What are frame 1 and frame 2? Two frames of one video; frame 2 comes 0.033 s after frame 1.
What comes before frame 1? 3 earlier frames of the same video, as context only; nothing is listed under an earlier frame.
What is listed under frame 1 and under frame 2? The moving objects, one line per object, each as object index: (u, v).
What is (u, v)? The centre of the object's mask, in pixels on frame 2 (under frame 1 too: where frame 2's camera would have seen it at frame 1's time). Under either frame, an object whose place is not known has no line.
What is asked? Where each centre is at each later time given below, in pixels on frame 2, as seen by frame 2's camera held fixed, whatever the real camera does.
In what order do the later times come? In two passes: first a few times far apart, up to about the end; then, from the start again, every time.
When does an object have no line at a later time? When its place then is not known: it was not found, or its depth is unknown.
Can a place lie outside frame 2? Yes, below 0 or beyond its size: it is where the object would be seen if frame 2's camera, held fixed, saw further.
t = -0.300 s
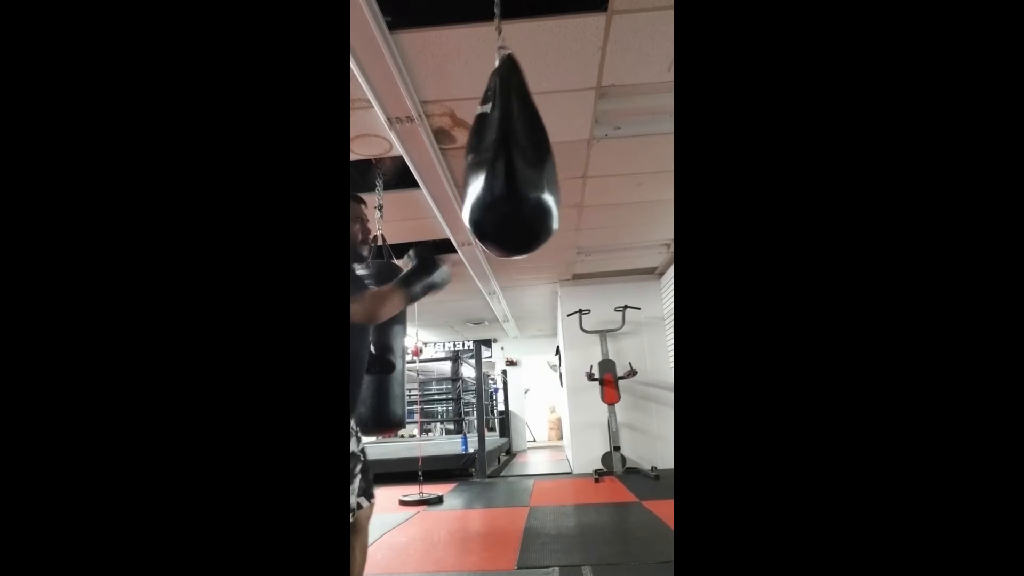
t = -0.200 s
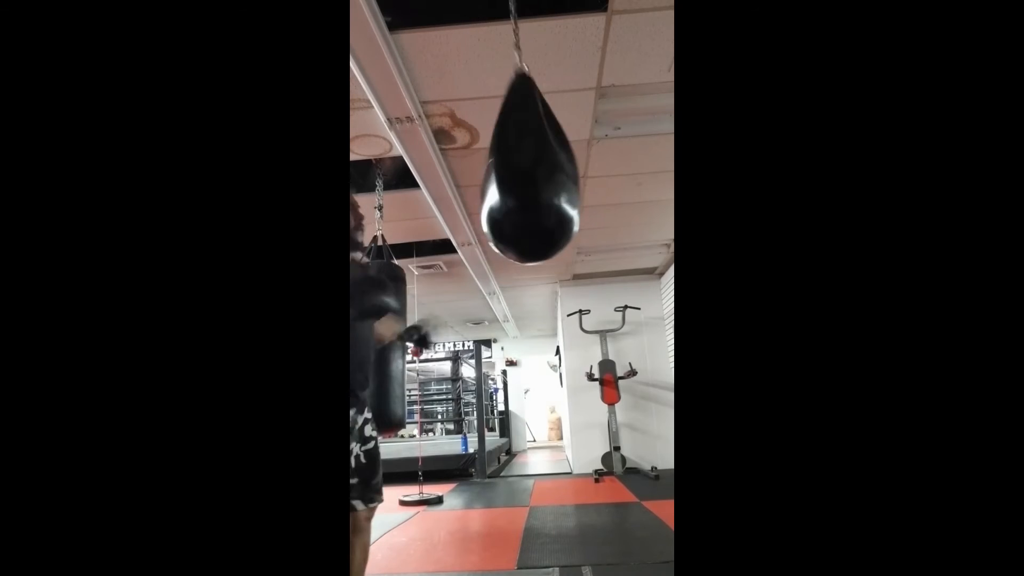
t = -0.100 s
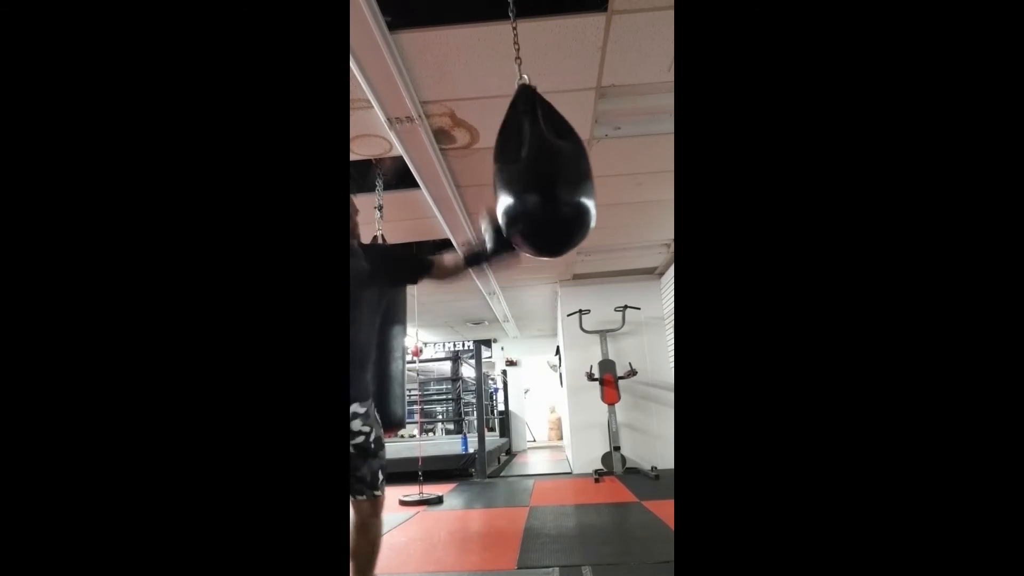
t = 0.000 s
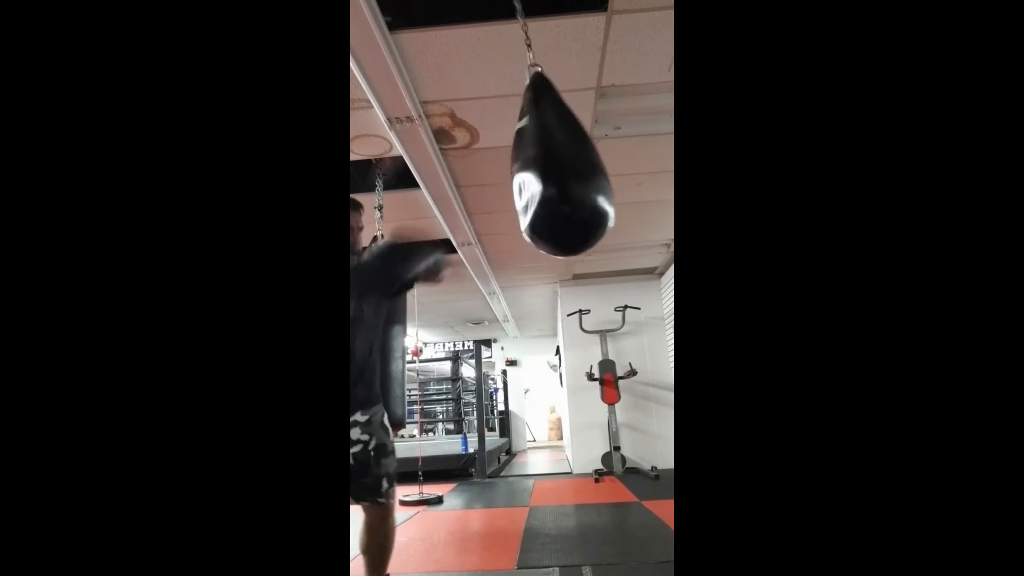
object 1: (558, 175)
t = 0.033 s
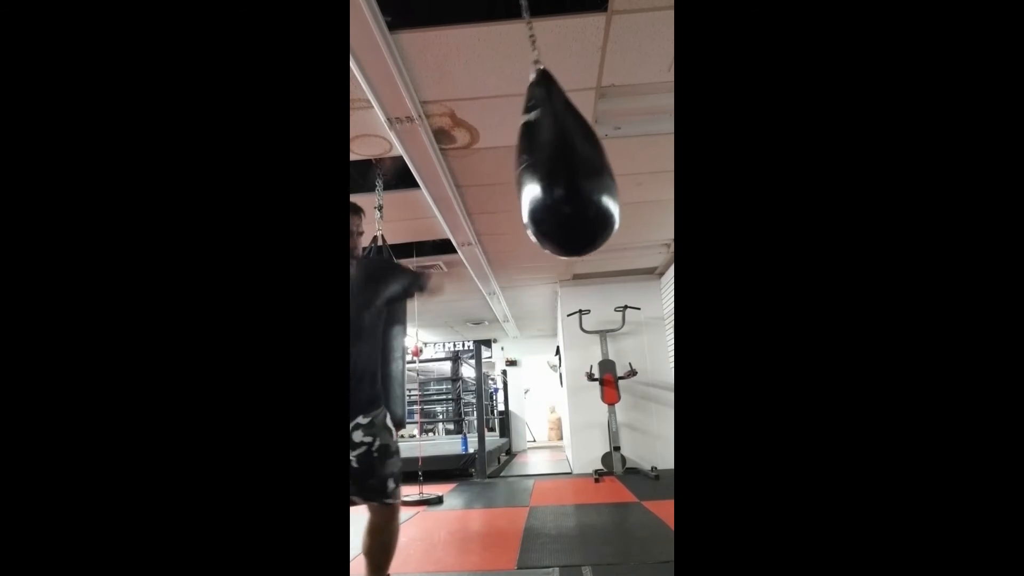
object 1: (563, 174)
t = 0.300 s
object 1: (585, 166)
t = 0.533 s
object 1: (581, 168)
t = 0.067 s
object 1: (567, 172)
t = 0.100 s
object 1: (570, 170)
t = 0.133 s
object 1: (575, 168)
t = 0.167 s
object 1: (580, 168)
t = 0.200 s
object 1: (583, 169)
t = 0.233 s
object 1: (584, 170)
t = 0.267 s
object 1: (584, 168)
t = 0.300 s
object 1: (585, 166)
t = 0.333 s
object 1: (585, 165)
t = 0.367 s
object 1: (586, 165)
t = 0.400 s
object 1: (587, 165)
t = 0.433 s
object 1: (587, 165)
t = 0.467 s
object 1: (586, 166)
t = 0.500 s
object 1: (584, 167)
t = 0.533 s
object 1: (581, 168)
